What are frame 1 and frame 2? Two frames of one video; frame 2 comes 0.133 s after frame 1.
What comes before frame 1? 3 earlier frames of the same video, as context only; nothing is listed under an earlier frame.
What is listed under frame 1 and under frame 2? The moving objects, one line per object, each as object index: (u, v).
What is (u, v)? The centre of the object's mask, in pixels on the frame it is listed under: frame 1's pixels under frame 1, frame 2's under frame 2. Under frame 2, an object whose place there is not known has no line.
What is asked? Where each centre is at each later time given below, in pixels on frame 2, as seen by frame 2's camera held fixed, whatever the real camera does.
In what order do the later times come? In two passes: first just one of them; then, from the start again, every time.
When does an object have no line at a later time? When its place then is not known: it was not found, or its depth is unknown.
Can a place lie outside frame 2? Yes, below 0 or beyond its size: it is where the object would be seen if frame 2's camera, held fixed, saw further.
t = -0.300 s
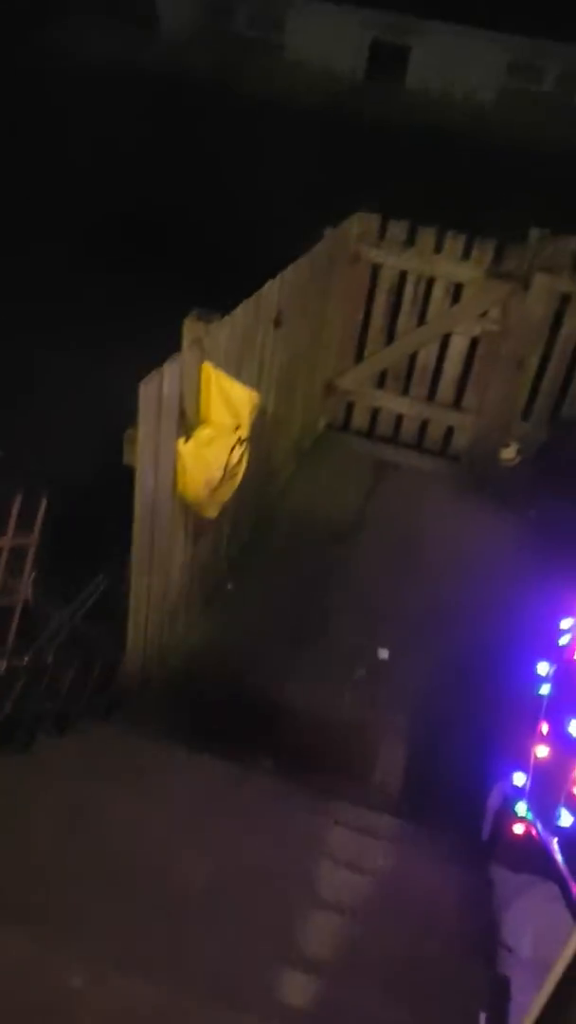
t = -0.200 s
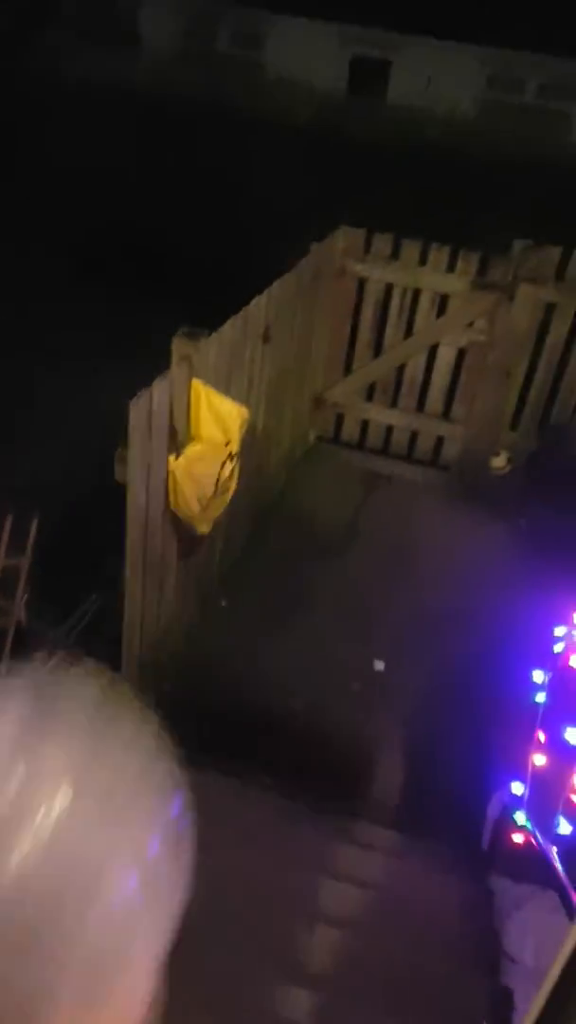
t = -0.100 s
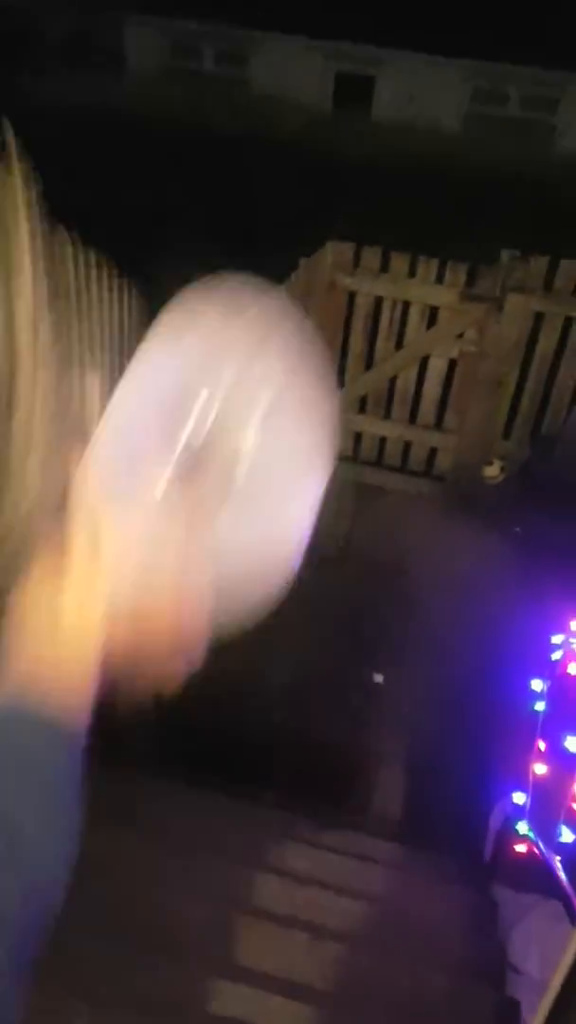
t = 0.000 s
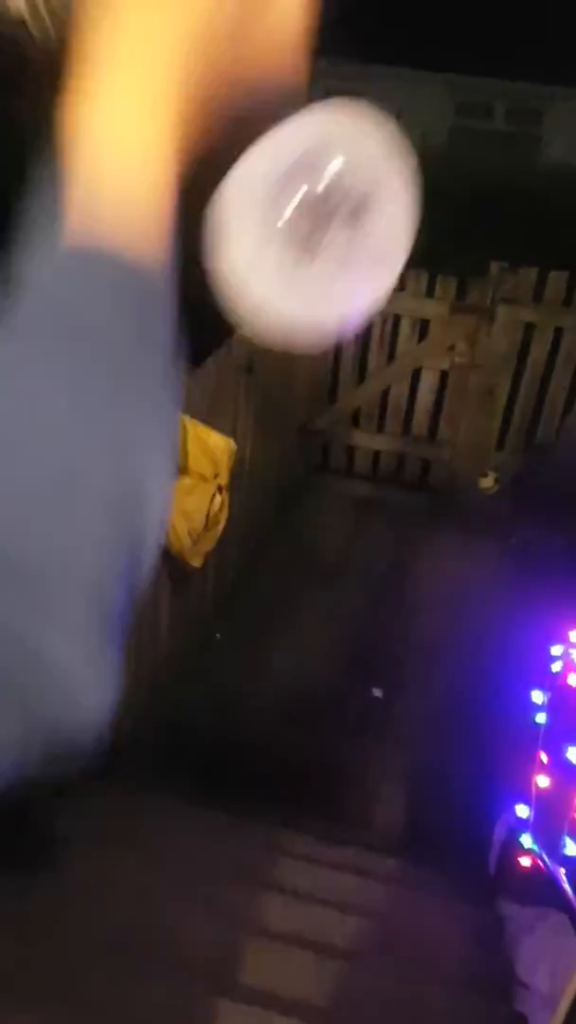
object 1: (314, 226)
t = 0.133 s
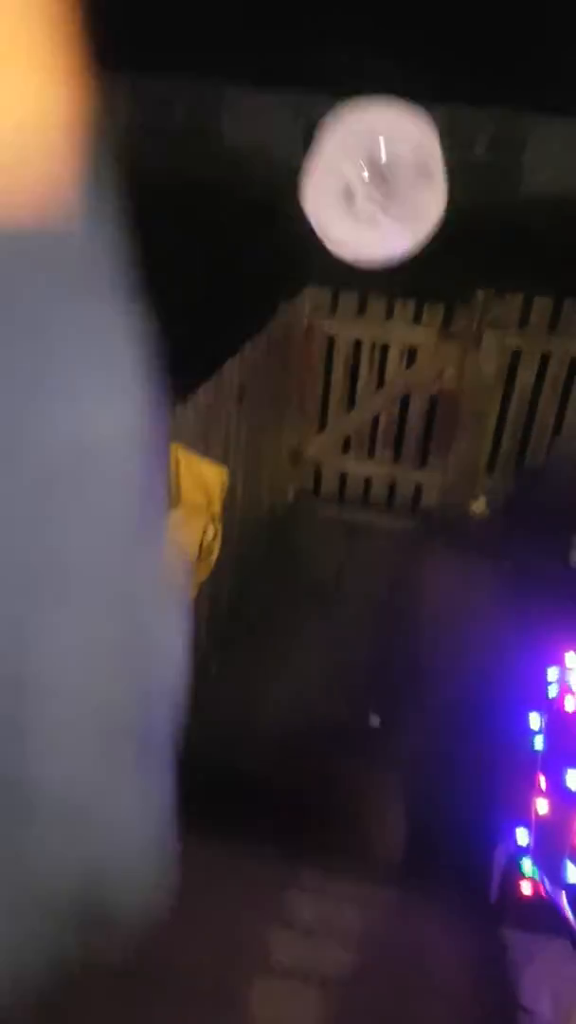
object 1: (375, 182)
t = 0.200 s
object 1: (392, 212)
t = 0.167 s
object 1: (385, 193)
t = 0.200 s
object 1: (392, 212)
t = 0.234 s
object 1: (398, 235)
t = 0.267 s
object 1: (402, 264)
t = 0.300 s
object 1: (404, 293)
